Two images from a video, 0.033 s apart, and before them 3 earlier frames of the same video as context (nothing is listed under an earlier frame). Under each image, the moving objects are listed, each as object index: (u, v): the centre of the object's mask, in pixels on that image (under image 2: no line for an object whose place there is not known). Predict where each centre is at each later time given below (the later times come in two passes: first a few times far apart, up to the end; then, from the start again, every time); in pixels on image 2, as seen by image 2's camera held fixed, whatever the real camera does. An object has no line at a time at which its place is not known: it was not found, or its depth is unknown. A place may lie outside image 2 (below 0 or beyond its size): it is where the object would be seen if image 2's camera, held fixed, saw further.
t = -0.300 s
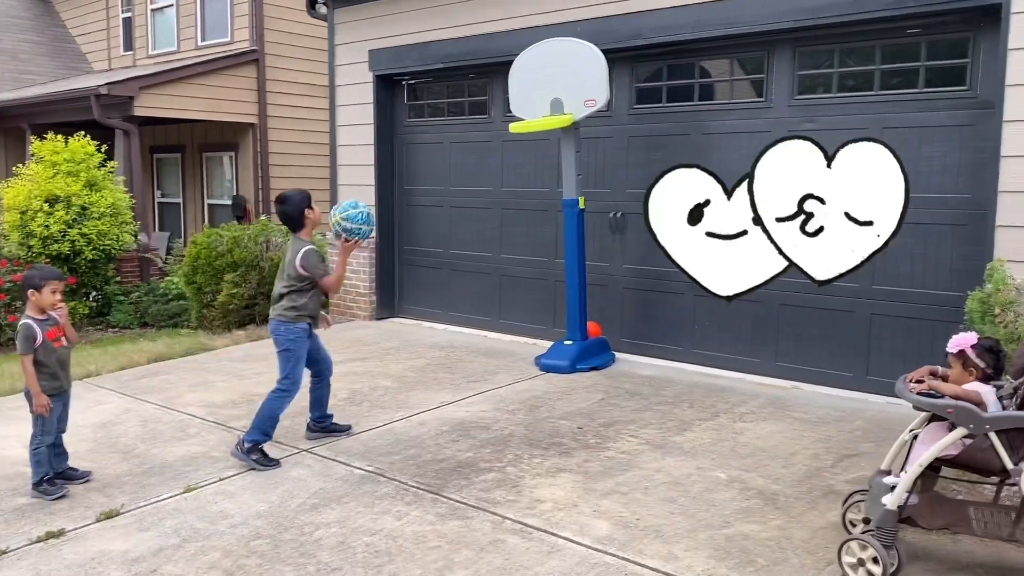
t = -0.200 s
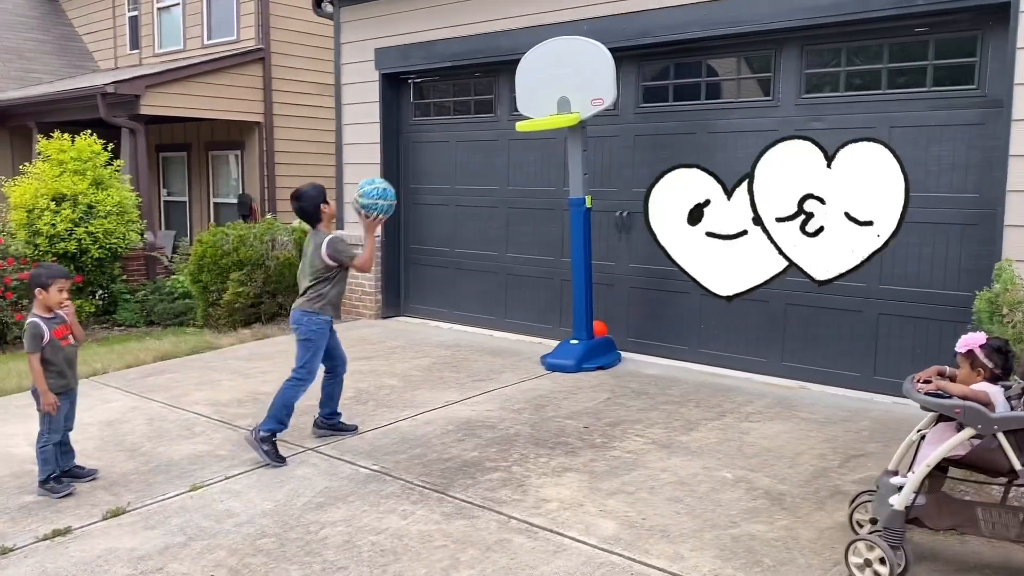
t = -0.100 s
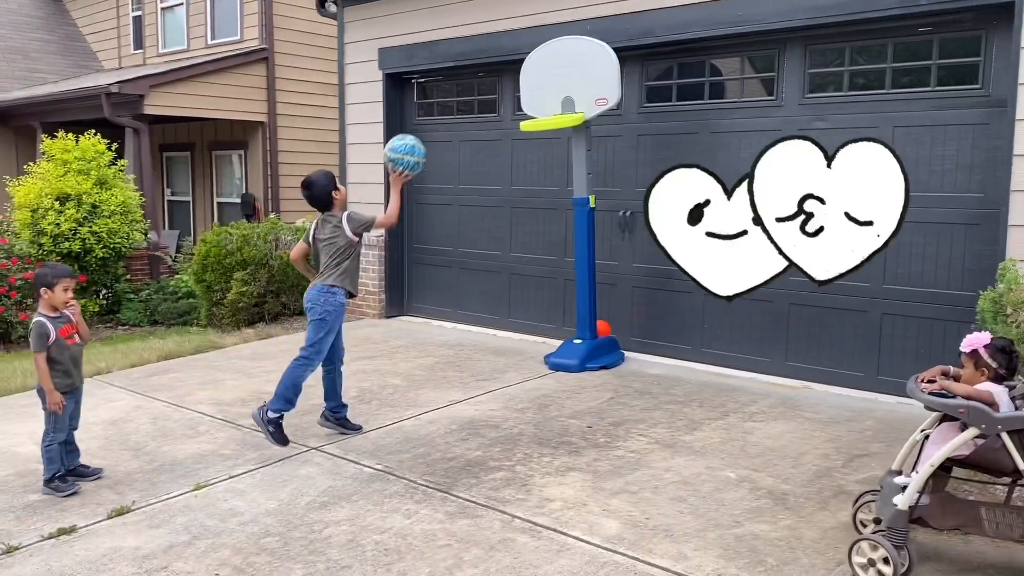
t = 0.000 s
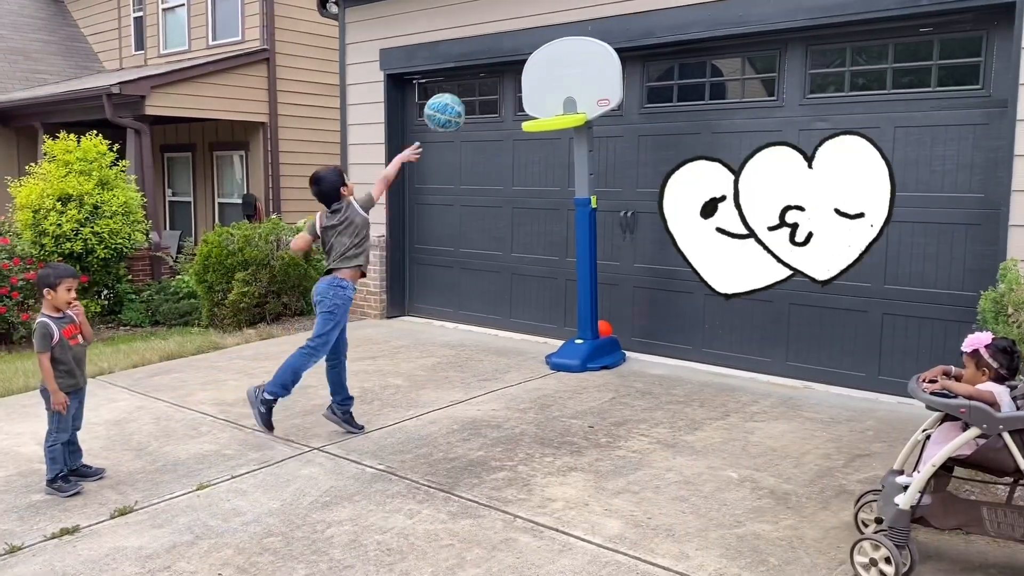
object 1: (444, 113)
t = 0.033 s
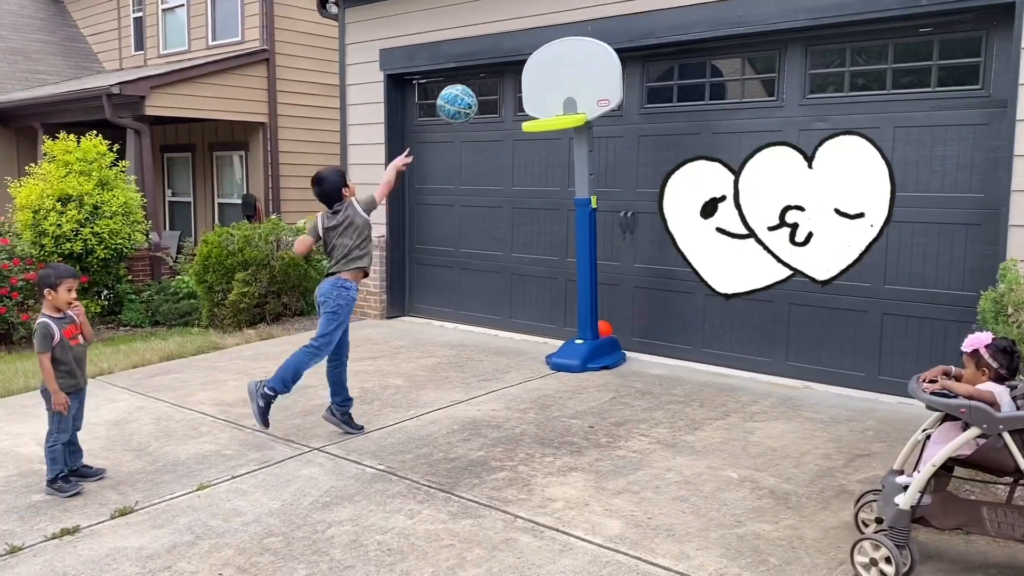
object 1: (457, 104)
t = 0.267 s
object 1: (531, 99)
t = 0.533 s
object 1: (557, 110)
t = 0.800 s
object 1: (546, 116)
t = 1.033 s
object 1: (557, 170)
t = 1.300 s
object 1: (568, 323)
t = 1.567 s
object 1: (554, 383)
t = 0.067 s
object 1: (468, 98)
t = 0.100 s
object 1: (480, 92)
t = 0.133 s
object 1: (491, 91)
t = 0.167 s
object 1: (502, 90)
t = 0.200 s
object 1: (512, 91)
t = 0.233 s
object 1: (522, 94)
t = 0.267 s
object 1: (531, 99)
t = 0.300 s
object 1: (541, 105)
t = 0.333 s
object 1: (548, 109)
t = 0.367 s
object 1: (554, 110)
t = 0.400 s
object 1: (558, 109)
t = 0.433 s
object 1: (561, 109)
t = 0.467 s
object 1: (561, 109)
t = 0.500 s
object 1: (560, 108)
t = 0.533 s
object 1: (557, 110)
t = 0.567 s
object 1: (554, 110)
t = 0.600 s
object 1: (551, 112)
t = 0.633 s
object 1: (548, 114)
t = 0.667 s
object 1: (545, 115)
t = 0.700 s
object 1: (544, 115)
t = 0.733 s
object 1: (544, 114)
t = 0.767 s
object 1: (545, 115)
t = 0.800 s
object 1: (546, 116)
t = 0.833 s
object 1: (548, 117)
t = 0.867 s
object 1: (549, 124)
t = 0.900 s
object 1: (551, 134)
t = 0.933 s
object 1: (554, 144)
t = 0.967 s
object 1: (555, 149)
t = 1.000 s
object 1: (556, 158)
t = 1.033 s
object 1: (557, 170)
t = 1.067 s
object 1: (559, 184)
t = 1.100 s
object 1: (560, 200)
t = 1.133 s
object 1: (561, 217)
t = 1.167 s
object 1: (563, 236)
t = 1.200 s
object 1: (564, 256)
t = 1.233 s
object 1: (566, 277)
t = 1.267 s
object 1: (567, 300)
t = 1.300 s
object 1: (568, 323)
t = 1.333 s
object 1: (570, 352)
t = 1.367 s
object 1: (568, 359)
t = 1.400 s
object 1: (566, 365)
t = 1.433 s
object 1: (563, 367)
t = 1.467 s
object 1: (561, 370)
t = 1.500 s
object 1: (559, 376)
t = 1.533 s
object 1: (556, 379)
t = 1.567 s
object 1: (554, 383)
